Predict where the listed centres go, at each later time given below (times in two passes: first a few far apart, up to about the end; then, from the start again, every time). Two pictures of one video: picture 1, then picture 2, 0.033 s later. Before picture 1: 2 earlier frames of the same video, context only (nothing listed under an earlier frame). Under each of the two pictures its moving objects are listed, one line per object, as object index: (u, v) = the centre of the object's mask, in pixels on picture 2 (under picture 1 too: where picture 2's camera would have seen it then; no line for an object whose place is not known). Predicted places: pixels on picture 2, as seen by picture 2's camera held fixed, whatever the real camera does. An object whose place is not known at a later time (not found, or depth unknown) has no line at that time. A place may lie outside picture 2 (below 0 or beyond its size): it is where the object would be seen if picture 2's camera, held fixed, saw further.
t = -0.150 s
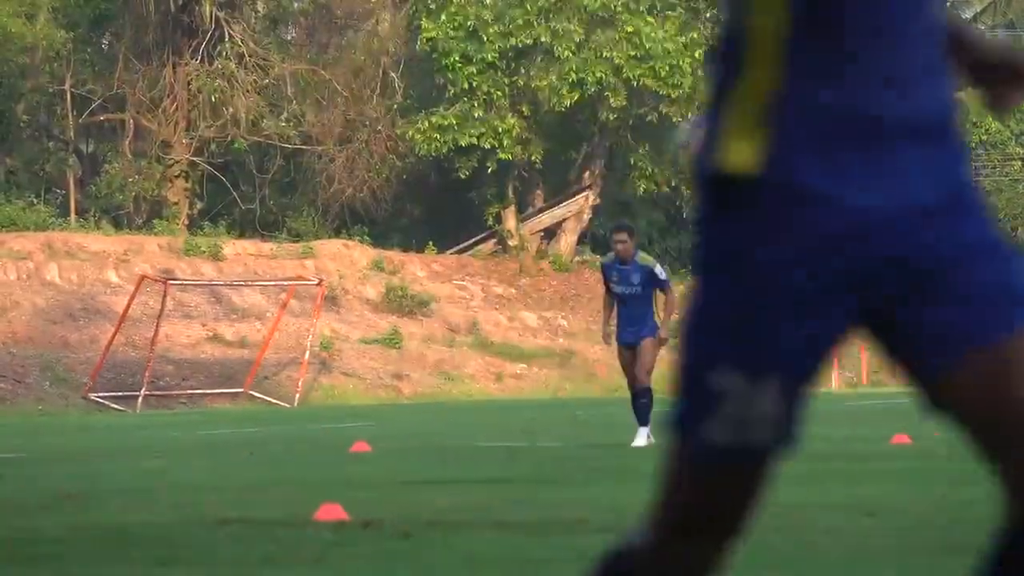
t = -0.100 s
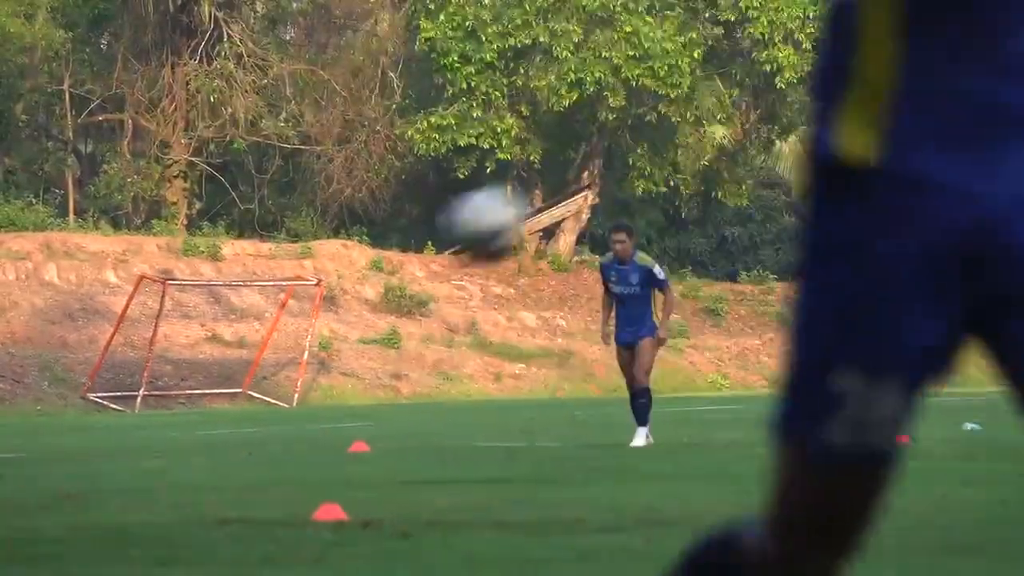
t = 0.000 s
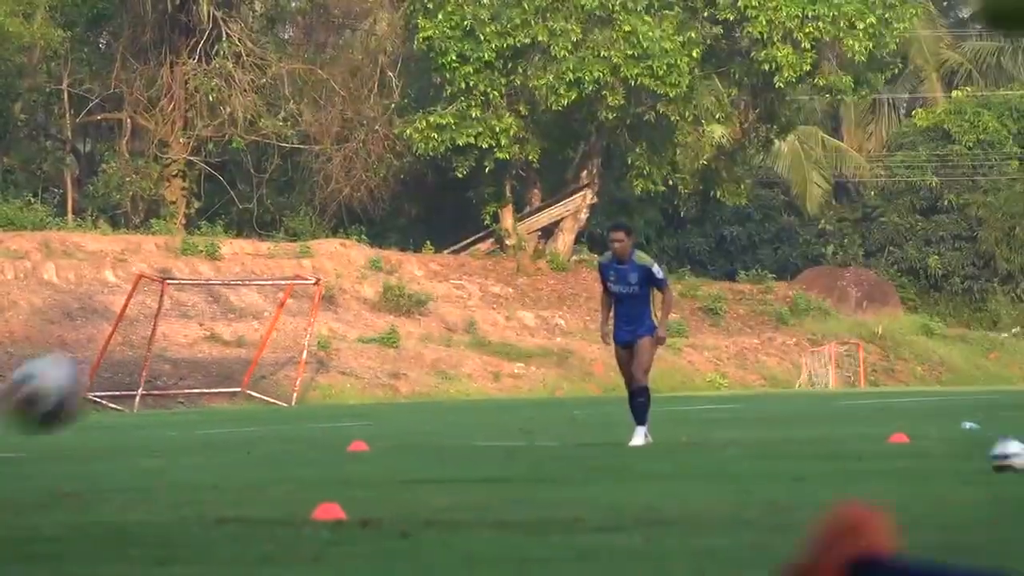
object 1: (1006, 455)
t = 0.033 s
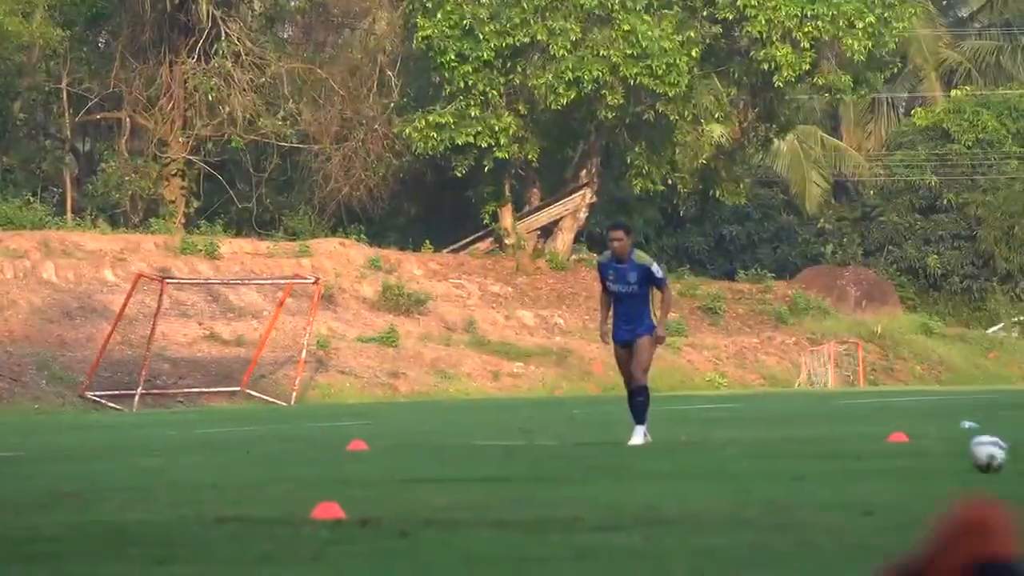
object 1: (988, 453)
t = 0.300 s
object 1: (819, 459)
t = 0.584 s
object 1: (652, 464)
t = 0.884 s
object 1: (493, 470)
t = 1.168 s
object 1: (356, 474)
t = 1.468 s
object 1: (224, 477)
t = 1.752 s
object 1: (109, 481)
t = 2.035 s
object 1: (1, 489)
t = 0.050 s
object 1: (976, 452)
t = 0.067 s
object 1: (966, 451)
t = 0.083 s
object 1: (955, 451)
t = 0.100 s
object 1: (943, 450)
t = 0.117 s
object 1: (933, 452)
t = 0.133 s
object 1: (923, 453)
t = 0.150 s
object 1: (913, 454)
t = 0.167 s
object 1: (901, 454)
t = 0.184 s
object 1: (891, 457)
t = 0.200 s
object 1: (881, 458)
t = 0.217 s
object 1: (870, 458)
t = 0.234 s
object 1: (860, 458)
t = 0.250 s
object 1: (849, 458)
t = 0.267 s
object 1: (839, 458)
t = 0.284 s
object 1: (829, 458)
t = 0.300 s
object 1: (819, 459)
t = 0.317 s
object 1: (809, 459)
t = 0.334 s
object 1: (798, 459)
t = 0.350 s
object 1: (787, 459)
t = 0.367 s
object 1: (778, 459)
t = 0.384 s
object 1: (768, 460)
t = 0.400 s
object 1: (759, 460)
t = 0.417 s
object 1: (748, 460)
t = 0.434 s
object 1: (738, 461)
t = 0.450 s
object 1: (728, 461)
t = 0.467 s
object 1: (719, 462)
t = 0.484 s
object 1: (708, 462)
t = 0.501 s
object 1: (699, 463)
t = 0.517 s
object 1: (690, 463)
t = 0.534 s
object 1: (679, 463)
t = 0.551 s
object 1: (671, 463)
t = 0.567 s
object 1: (661, 464)
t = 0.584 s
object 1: (652, 464)
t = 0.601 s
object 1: (643, 464)
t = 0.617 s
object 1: (634, 464)
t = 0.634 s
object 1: (625, 465)
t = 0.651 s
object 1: (615, 465)
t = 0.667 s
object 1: (606, 465)
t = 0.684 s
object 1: (596, 466)
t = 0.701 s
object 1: (587, 467)
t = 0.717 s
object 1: (579, 467)
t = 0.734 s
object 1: (569, 468)
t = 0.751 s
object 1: (561, 468)
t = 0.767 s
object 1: (553, 468)
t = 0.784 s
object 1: (544, 468)
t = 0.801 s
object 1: (535, 469)
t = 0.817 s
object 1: (526, 469)
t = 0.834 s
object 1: (519, 469)
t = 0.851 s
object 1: (510, 469)
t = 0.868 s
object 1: (501, 469)
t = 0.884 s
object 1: (493, 470)
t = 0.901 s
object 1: (484, 471)
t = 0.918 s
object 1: (475, 471)
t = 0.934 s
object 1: (467, 471)
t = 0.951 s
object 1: (460, 472)
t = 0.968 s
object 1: (451, 472)
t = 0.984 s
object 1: (443, 472)
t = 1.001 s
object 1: (435, 472)
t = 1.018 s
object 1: (427, 472)
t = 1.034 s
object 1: (418, 473)
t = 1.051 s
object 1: (411, 473)
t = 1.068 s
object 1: (403, 473)
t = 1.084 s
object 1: (395, 474)
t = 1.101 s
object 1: (386, 474)
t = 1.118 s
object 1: (378, 475)
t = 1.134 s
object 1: (371, 475)
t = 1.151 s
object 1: (363, 474)
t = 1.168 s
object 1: (356, 474)
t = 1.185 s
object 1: (349, 474)
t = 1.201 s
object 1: (341, 474)
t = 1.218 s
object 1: (333, 474)
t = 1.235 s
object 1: (326, 475)
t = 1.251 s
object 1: (318, 475)
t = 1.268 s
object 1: (310, 476)
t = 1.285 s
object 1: (303, 476)
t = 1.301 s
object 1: (296, 476)
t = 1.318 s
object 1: (289, 477)
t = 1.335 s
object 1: (281, 477)
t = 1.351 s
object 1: (274, 477)
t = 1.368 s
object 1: (267, 477)
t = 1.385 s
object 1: (259, 476)
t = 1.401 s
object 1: (251, 476)
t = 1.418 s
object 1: (244, 476)
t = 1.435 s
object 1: (238, 476)
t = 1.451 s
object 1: (230, 477)
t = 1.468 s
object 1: (224, 477)
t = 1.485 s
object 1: (216, 478)
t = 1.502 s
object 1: (209, 478)
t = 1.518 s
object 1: (202, 479)
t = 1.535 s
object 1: (195, 480)
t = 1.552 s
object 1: (187, 480)
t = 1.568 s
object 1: (180, 480)
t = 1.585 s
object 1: (174, 480)
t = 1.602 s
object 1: (168, 479)
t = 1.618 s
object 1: (162, 479)
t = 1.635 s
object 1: (154, 479)
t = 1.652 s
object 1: (148, 479)
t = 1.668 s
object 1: (141, 479)
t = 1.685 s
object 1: (134, 479)
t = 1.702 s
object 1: (129, 480)
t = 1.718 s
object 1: (122, 480)
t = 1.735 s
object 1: (116, 481)
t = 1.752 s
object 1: (109, 481)
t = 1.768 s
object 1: (103, 482)
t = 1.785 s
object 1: (96, 483)
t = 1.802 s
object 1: (89, 483)
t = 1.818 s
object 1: (83, 484)
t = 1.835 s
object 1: (77, 484)
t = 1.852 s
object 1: (70, 485)
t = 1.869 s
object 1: (64, 485)
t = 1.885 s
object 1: (58, 485)
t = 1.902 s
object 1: (53, 485)
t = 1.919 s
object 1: (46, 485)
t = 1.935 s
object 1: (39, 486)
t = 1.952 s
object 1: (33, 485)
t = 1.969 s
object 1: (26, 487)
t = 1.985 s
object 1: (20, 487)
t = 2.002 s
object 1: (14, 489)
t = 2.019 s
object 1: (7, 489)
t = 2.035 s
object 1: (1, 489)
